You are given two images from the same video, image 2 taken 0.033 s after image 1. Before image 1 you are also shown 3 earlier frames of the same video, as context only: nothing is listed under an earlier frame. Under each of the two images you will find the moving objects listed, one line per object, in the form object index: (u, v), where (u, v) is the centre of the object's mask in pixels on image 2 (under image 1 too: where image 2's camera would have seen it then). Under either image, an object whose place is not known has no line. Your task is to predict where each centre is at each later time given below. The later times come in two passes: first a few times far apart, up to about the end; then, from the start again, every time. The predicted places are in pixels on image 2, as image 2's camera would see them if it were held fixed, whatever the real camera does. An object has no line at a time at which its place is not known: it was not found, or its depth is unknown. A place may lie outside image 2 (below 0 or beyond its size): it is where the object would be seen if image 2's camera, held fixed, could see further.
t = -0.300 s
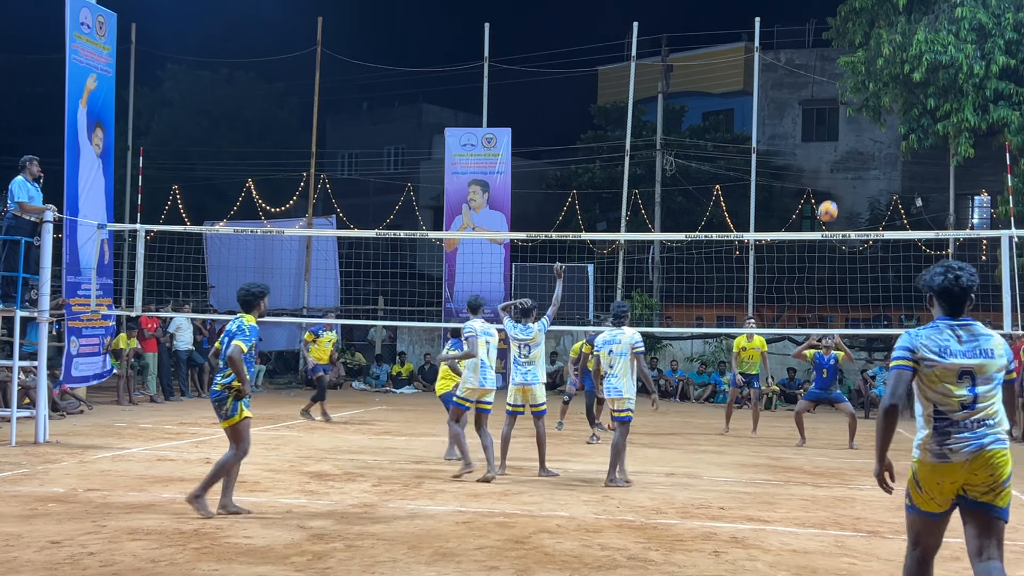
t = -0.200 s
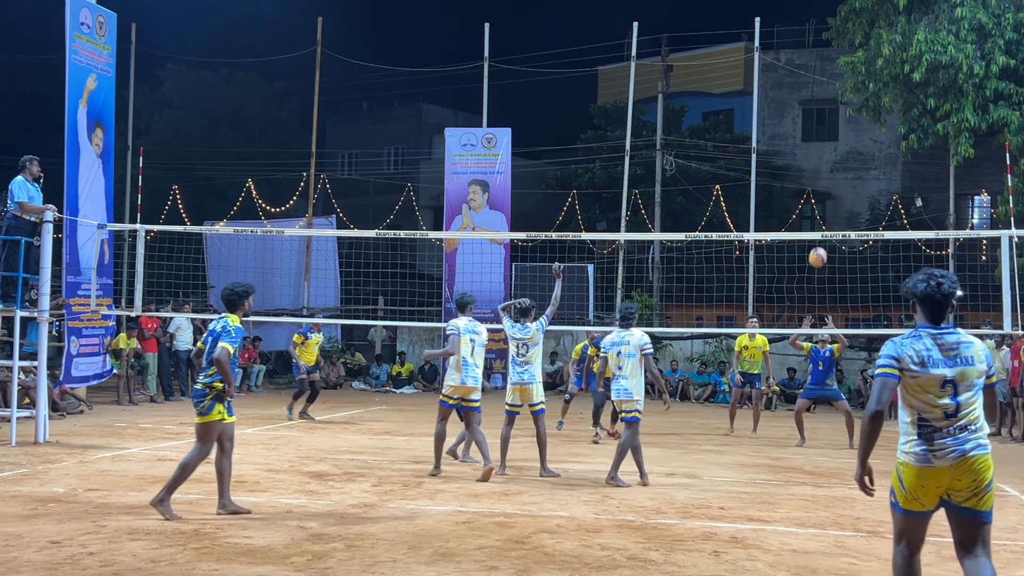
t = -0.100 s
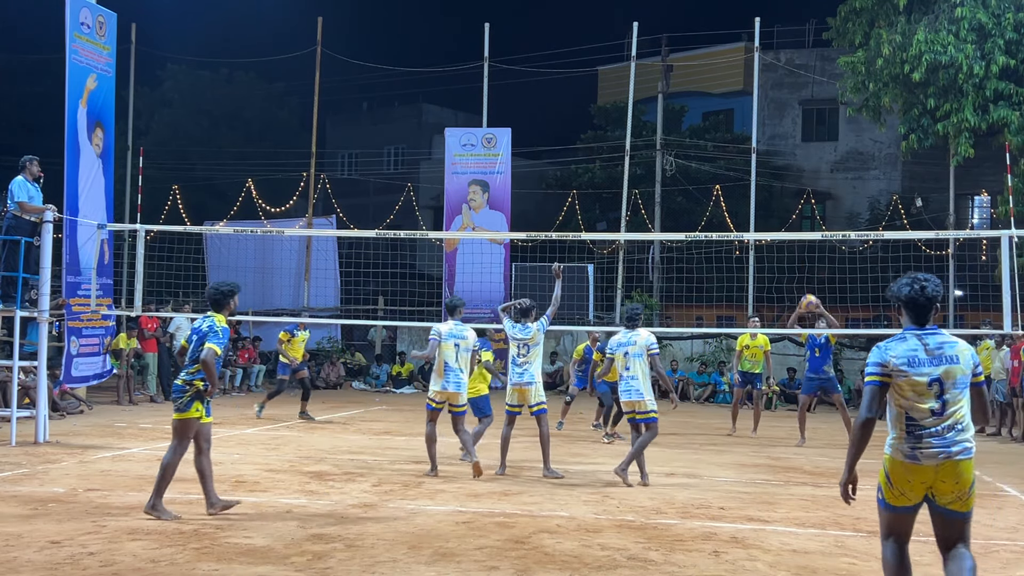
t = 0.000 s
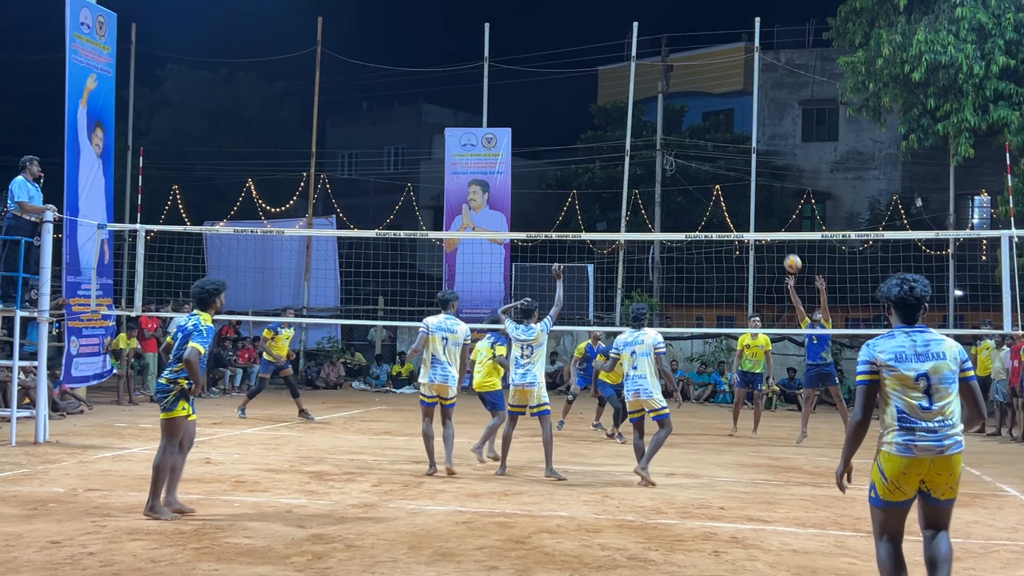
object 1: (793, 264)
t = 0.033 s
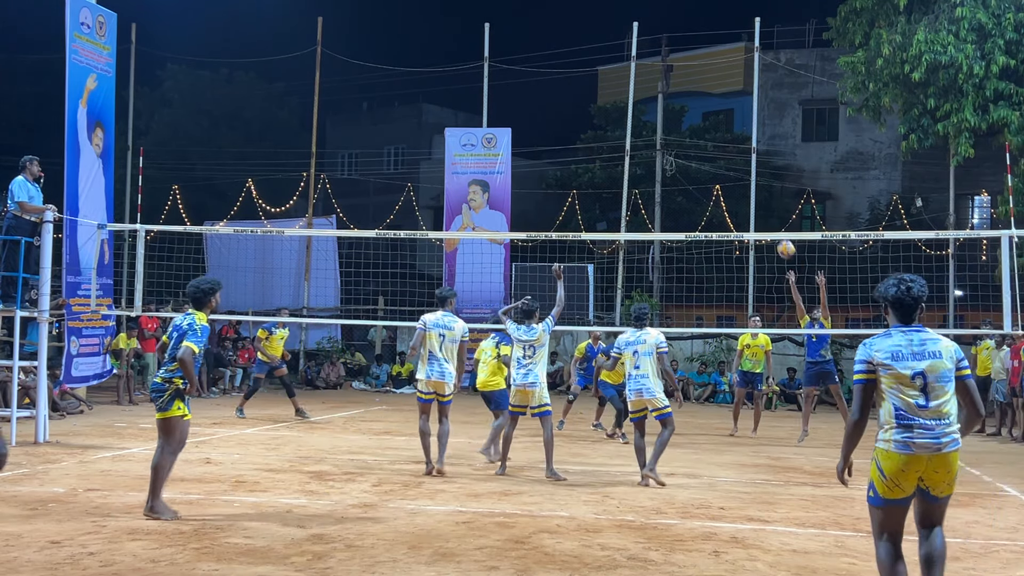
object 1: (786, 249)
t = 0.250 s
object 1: (741, 177)
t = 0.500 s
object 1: (687, 136)
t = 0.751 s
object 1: (631, 143)
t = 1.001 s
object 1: (570, 202)
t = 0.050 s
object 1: (783, 245)
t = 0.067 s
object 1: (779, 234)
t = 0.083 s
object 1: (776, 227)
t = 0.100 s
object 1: (772, 223)
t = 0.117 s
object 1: (769, 217)
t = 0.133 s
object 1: (766, 211)
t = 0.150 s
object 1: (763, 206)
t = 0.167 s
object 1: (759, 201)
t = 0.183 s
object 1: (755, 196)
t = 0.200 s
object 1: (752, 191)
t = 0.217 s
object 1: (748, 186)
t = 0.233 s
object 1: (744, 181)
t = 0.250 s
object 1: (741, 177)
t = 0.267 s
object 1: (738, 173)
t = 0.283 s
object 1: (734, 169)
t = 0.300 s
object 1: (731, 165)
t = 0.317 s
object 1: (727, 161)
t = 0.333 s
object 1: (724, 158)
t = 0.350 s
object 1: (720, 155)
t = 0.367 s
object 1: (716, 152)
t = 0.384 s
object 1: (713, 149)
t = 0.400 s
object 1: (709, 147)
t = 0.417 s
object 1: (706, 144)
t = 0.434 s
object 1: (702, 142)
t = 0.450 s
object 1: (698, 140)
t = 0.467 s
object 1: (694, 138)
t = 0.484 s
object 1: (691, 137)
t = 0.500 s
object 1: (687, 136)
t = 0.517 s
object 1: (683, 134)
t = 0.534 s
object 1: (680, 133)
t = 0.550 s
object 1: (676, 133)
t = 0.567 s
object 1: (672, 132)
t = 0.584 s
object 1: (669, 132)
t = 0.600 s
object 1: (665, 132)
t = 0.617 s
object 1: (661, 133)
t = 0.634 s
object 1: (658, 133)
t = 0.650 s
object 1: (654, 133)
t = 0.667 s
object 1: (650, 134)
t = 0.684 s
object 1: (646, 136)
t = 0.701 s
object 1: (642, 137)
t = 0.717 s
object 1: (639, 139)
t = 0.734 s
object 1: (635, 141)
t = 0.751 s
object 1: (631, 143)
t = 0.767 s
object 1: (627, 145)
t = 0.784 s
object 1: (623, 148)
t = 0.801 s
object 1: (619, 151)
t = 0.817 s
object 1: (615, 153)
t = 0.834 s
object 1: (611, 156)
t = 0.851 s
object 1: (607, 160)
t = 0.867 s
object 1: (603, 164)
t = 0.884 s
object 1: (599, 168)
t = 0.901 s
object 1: (595, 172)
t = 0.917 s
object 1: (591, 176)
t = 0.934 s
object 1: (587, 181)
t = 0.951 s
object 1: (583, 186)
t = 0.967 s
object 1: (579, 191)
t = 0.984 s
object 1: (574, 196)
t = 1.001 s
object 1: (570, 202)
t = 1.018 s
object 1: (566, 208)
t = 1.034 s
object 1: (562, 214)
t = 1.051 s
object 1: (558, 220)
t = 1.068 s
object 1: (554, 225)
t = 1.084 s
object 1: (550, 232)
